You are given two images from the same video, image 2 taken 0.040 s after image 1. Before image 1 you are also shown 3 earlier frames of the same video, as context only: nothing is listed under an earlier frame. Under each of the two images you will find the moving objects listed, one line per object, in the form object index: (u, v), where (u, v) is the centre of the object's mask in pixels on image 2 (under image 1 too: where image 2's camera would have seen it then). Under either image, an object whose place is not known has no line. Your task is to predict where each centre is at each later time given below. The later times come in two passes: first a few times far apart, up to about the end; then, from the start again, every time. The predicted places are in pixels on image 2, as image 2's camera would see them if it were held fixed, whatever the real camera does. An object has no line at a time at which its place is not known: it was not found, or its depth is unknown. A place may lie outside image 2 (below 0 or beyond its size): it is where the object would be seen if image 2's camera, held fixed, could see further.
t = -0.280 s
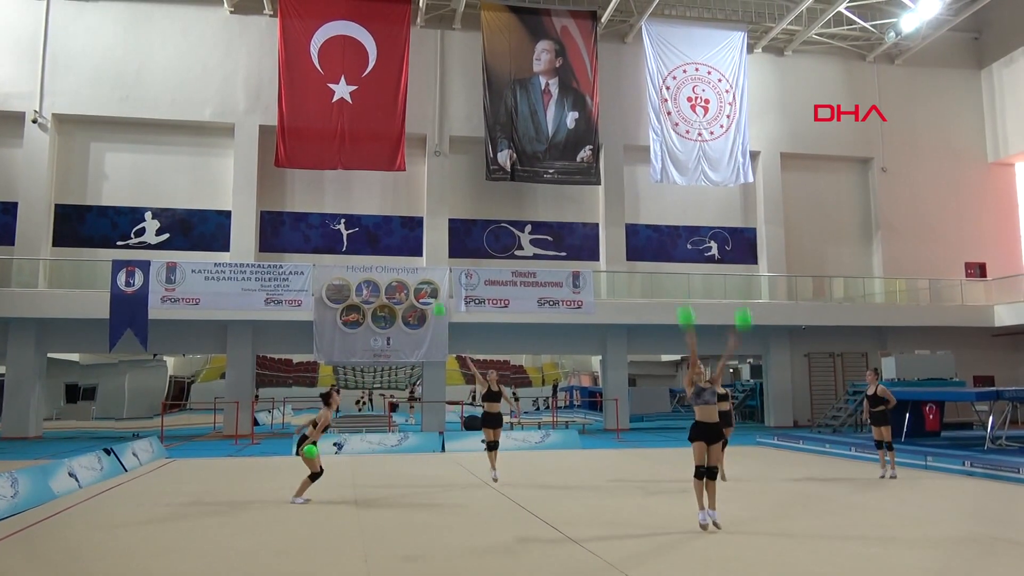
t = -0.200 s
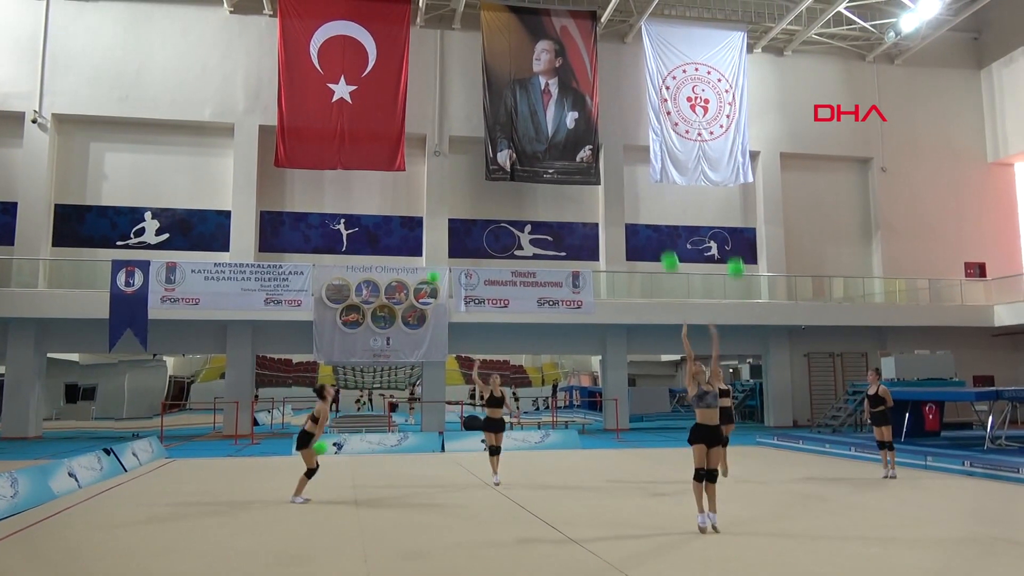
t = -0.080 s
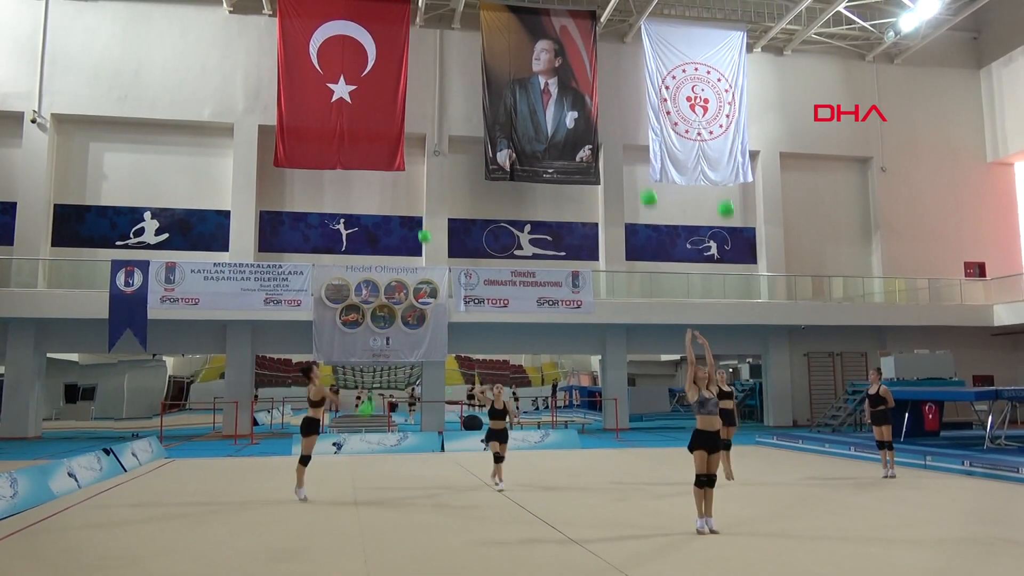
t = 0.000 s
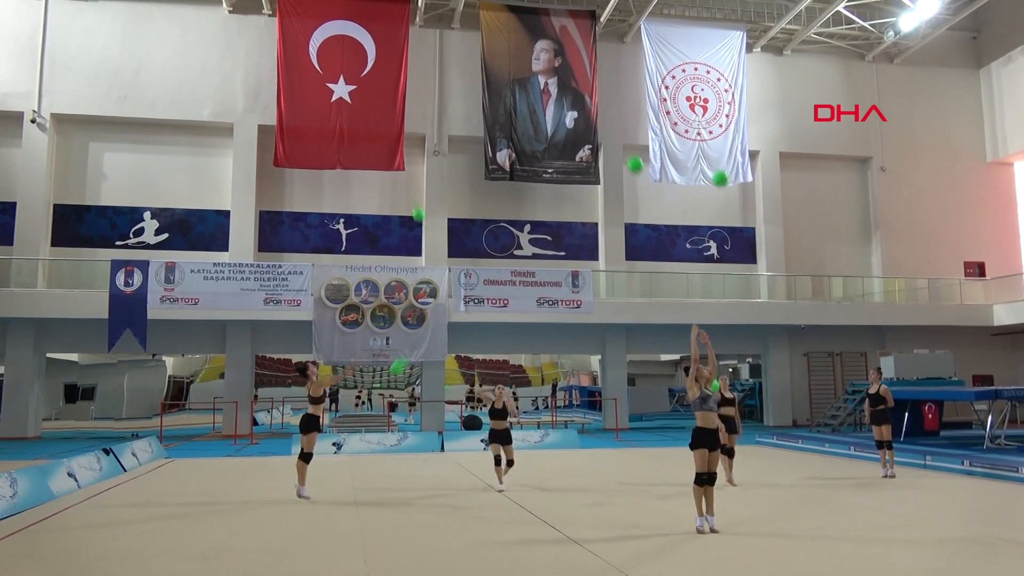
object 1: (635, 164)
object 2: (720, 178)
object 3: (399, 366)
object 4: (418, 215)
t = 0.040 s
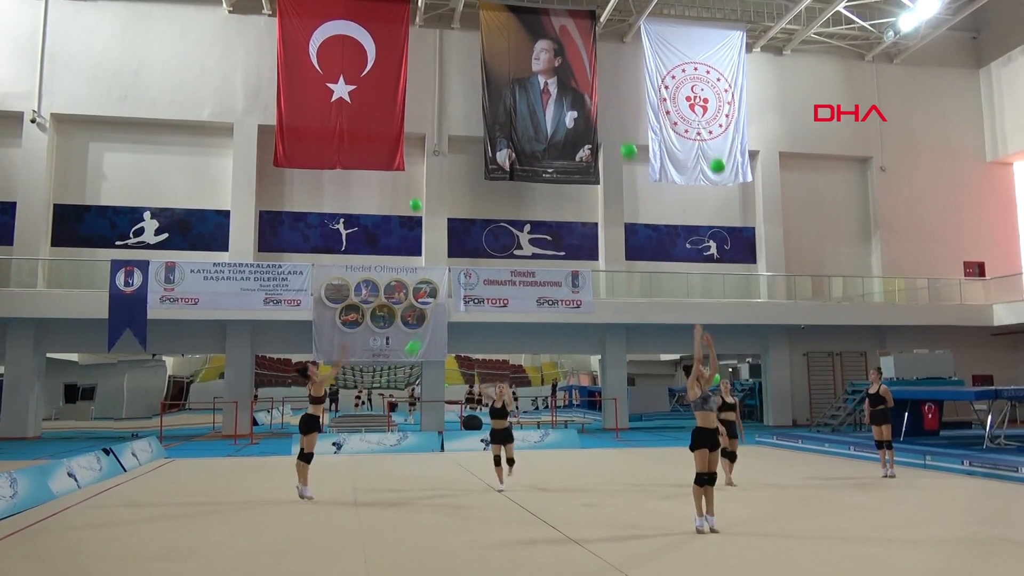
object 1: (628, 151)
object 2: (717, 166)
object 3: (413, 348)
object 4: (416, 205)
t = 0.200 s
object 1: (605, 112)
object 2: (708, 131)
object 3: (470, 285)
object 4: (403, 177)
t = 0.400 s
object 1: (580, 94)
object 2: (700, 118)
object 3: (538, 237)
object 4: (388, 165)
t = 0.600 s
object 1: (557, 106)
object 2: (694, 135)
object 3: (599, 219)
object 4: (372, 179)
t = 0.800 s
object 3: (659, 227)
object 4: (356, 221)
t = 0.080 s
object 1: (623, 138)
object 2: (715, 154)
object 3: (428, 330)
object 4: (412, 196)
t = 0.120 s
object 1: (616, 128)
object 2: (713, 145)
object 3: (443, 314)
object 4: (410, 189)
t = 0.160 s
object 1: (611, 119)
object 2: (710, 137)
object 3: (456, 299)
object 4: (407, 182)
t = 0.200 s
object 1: (605, 112)
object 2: (708, 131)
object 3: (470, 285)
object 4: (403, 177)
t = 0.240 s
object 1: (600, 106)
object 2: (707, 126)
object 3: (484, 273)
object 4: (400, 173)
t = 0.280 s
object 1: (594, 101)
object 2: (705, 122)
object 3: (498, 262)
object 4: (397, 169)
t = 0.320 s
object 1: (589, 97)
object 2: (703, 120)
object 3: (512, 252)
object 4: (394, 167)
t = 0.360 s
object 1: (584, 95)
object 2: (702, 118)
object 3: (525, 244)
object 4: (391, 165)
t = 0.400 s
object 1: (580, 94)
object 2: (700, 118)
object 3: (538, 237)
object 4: (388, 165)
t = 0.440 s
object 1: (575, 95)
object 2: (699, 120)
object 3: (551, 231)
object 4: (385, 166)
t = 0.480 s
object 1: (570, 96)
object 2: (697, 122)
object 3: (563, 226)
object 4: (382, 167)
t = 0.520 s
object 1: (566, 98)
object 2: (696, 125)
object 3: (575, 223)
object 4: (379, 170)
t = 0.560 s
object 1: (561, 102)
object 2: (695, 129)
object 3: (588, 220)
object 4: (375, 174)
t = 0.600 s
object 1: (557, 106)
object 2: (694, 135)
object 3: (599, 219)
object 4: (372, 179)
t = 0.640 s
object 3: (612, 218)
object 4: (369, 185)
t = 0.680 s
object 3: (623, 218)
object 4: (366, 192)
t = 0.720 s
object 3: (635, 220)
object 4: (362, 200)
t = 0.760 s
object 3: (647, 222)
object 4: (359, 210)
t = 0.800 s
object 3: (659, 227)
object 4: (356, 221)
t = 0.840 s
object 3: (670, 231)
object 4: (352, 232)
